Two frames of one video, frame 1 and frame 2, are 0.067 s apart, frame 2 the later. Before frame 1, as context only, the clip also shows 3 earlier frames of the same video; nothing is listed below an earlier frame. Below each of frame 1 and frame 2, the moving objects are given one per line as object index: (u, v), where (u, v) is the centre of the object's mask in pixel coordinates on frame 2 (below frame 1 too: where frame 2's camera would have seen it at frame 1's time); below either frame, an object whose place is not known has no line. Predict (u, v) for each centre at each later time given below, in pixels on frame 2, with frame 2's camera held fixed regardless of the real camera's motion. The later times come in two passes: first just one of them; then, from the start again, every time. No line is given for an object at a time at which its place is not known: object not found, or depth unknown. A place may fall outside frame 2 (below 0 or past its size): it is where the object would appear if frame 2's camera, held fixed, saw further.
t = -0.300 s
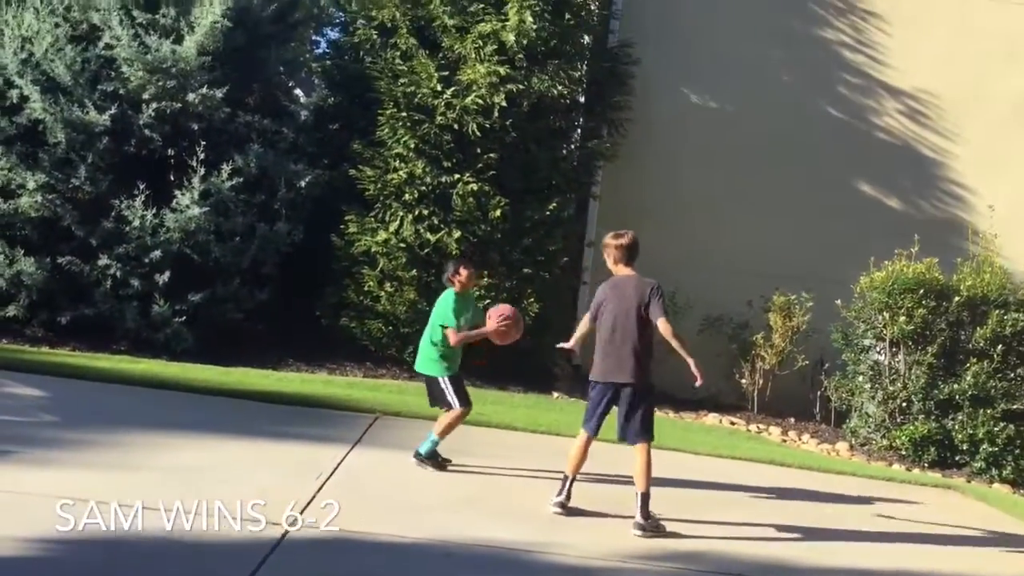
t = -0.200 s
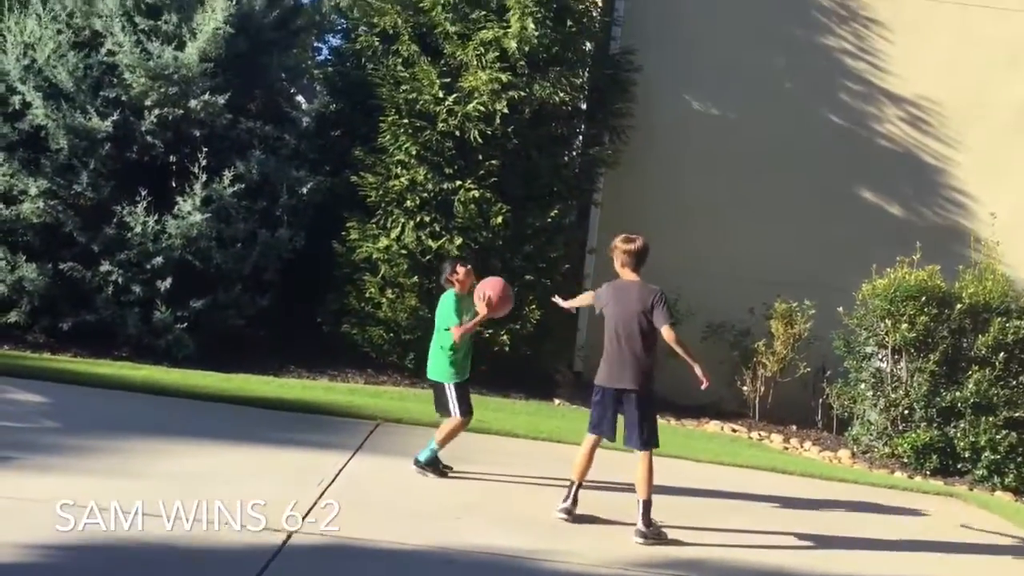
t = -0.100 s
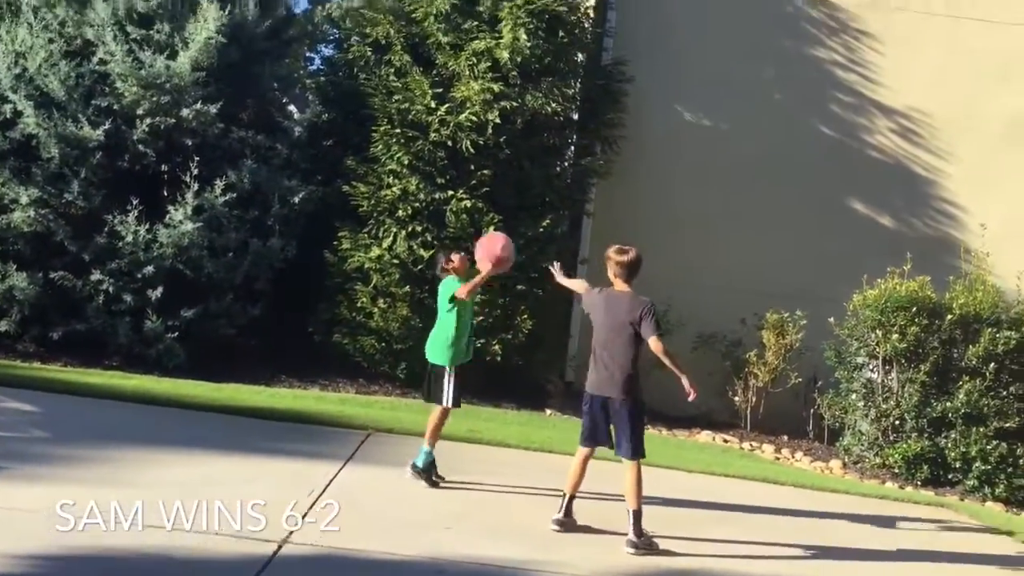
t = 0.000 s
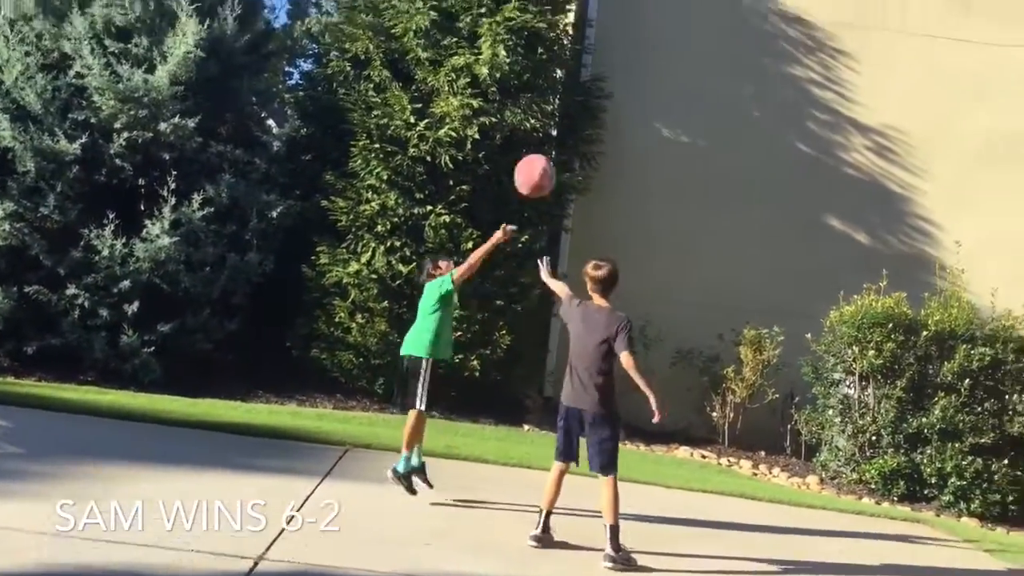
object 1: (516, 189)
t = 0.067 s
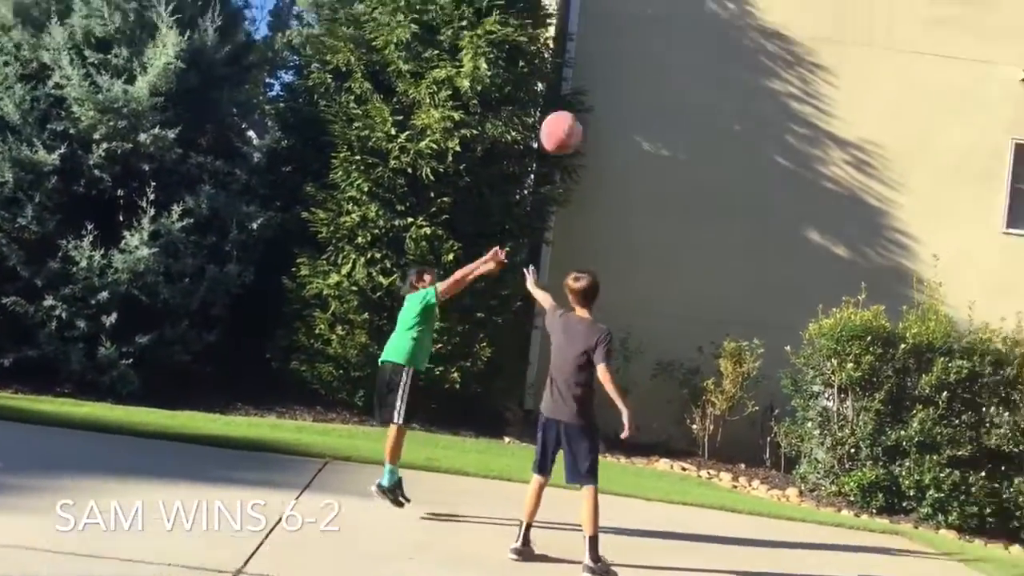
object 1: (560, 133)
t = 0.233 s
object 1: (670, 26)
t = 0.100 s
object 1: (582, 107)
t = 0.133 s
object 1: (604, 84)
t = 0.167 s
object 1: (626, 62)
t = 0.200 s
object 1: (647, 43)
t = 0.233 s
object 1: (670, 26)
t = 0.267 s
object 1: (691, 10)
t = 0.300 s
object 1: (712, -4)
